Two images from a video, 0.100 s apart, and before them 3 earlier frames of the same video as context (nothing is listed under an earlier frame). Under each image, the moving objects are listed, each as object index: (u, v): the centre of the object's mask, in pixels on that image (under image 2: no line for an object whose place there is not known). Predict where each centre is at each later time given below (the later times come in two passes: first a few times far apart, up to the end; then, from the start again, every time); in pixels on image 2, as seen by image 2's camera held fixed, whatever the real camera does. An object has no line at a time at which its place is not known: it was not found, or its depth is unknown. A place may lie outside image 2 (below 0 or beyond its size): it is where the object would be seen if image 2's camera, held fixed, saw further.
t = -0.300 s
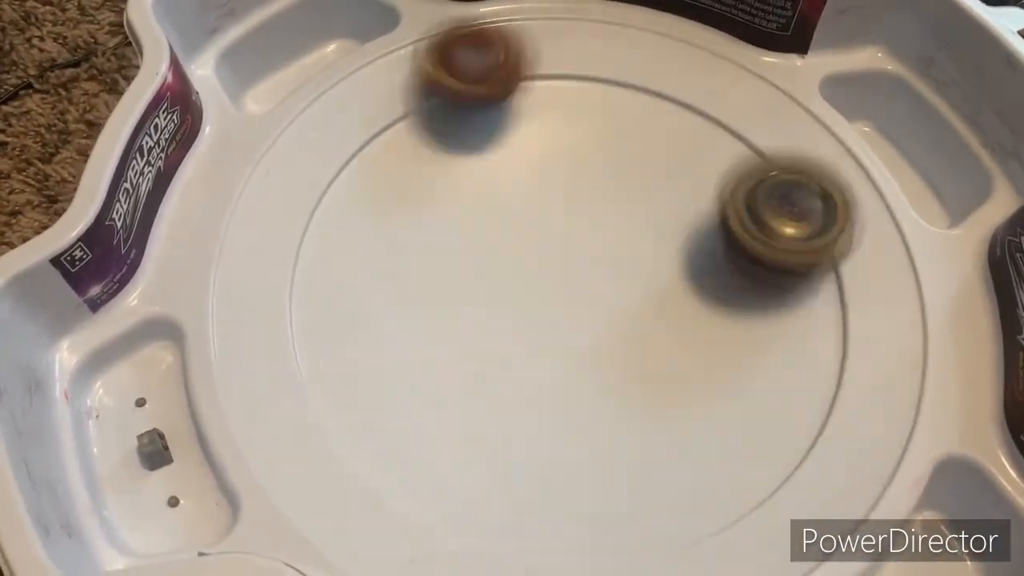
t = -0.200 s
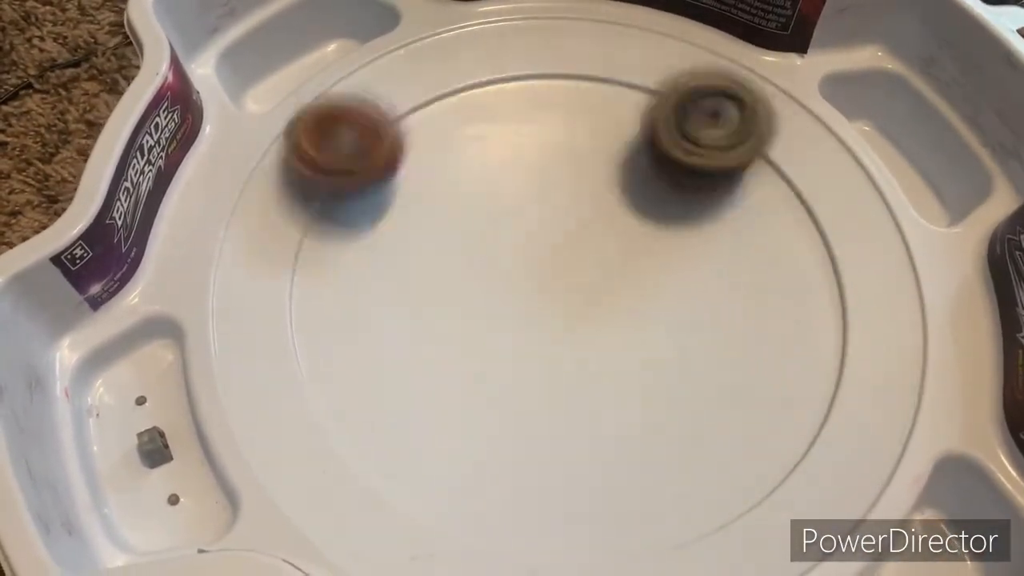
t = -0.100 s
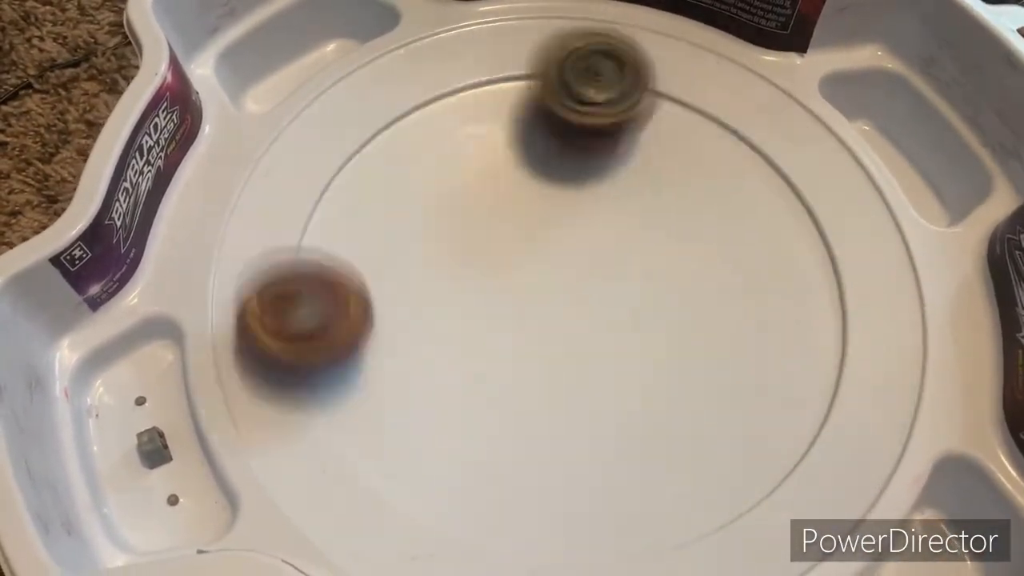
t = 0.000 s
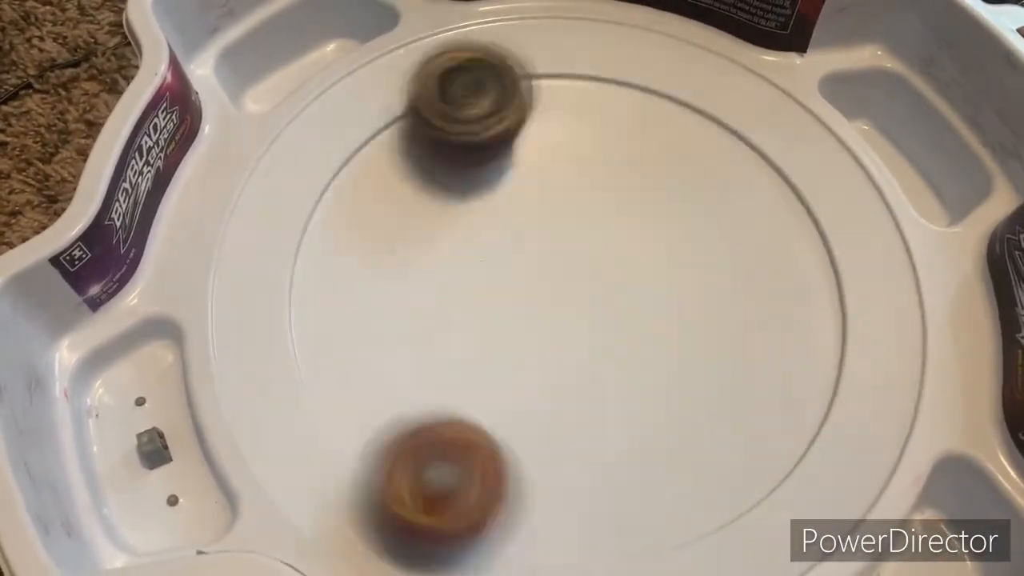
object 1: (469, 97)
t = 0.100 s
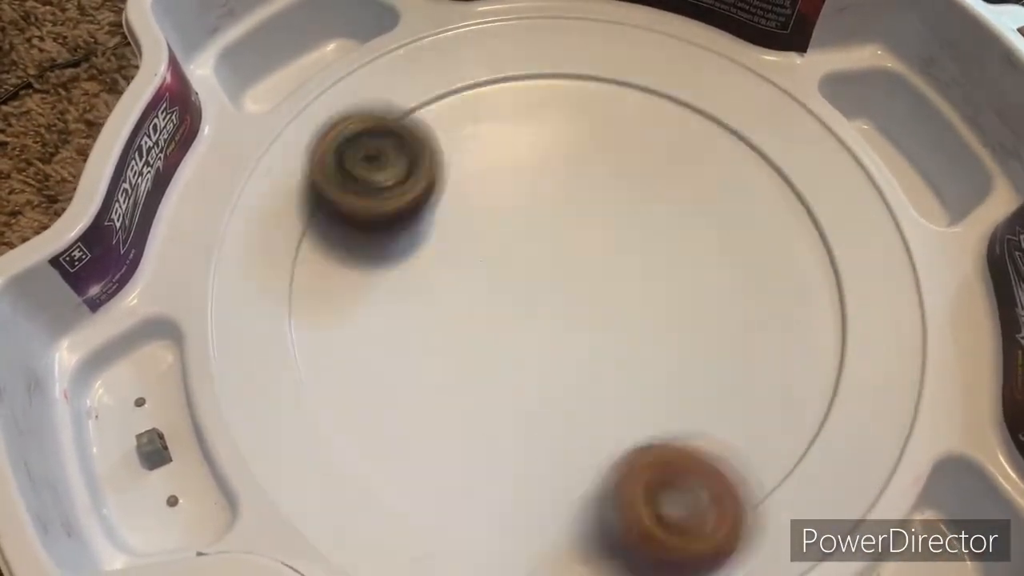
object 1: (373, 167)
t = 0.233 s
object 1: (347, 318)
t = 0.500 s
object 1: (658, 469)
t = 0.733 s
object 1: (794, 252)
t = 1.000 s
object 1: (561, 98)
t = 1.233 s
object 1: (362, 243)
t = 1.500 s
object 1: (540, 473)
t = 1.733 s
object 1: (768, 356)
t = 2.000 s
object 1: (638, 131)
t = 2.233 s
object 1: (403, 174)
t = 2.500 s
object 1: (443, 417)
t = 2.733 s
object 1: (716, 392)
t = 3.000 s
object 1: (682, 157)
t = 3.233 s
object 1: (470, 142)
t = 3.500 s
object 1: (418, 356)
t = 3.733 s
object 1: (660, 419)
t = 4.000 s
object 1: (729, 217)
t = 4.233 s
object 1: (550, 140)
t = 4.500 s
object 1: (367, 250)
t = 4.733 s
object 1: (497, 420)
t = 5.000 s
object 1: (665, 350)
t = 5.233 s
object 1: (599, 255)
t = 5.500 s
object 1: (446, 290)
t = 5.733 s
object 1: (439, 366)
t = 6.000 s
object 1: (543, 367)
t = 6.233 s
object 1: (574, 256)
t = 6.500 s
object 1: (498, 150)
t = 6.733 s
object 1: (437, 180)
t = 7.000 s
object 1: (535, 236)
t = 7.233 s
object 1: (653, 242)
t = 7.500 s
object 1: (712, 236)
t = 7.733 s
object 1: (713, 260)
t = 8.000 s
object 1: (617, 317)
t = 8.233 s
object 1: (538, 444)
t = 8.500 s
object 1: (494, 483)
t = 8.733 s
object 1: (495, 385)
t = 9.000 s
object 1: (463, 302)
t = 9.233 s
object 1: (478, 239)
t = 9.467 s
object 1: (510, 205)
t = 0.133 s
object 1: (353, 205)
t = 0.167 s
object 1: (343, 239)
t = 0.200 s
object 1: (339, 282)
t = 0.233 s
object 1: (347, 318)
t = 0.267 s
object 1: (362, 357)
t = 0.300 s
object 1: (387, 394)
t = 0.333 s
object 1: (422, 425)
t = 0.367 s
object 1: (463, 452)
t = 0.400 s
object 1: (511, 470)
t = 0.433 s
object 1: (559, 478)
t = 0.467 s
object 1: (609, 477)
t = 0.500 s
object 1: (658, 469)
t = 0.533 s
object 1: (701, 450)
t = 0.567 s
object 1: (739, 424)
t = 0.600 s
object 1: (764, 392)
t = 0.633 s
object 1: (785, 359)
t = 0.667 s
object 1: (796, 326)
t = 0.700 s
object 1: (798, 285)
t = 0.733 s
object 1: (794, 252)
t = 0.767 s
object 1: (780, 216)
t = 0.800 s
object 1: (761, 189)
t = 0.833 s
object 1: (736, 161)
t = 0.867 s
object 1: (709, 135)
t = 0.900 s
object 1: (677, 121)
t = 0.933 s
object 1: (637, 105)
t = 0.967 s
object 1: (602, 104)
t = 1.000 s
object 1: (561, 98)
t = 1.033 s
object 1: (524, 105)
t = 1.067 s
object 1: (488, 112)
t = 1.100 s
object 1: (453, 129)
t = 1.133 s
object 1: (422, 154)
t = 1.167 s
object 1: (395, 177)
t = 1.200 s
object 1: (375, 211)
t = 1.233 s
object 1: (362, 243)
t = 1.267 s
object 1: (358, 283)
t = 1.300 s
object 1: (364, 319)
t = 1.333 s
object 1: (376, 358)
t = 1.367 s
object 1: (395, 388)
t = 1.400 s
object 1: (424, 416)
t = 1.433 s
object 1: (459, 444)
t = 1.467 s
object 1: (496, 463)
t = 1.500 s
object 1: (540, 473)
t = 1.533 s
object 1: (583, 478)
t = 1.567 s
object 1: (625, 473)
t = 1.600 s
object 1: (667, 460)
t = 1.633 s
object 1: (701, 442)
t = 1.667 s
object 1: (731, 417)
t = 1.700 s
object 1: (755, 389)
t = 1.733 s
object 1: (768, 356)
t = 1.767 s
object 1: (775, 325)
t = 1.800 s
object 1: (775, 291)
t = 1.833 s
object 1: (767, 253)
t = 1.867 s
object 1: (751, 223)
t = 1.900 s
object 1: (731, 192)
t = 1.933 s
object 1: (702, 165)
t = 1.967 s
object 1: (672, 151)
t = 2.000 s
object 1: (638, 131)
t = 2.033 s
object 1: (602, 122)
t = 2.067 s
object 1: (569, 120)
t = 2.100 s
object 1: (530, 114)
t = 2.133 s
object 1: (495, 123)
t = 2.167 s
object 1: (463, 135)
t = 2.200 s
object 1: (430, 150)
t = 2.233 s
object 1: (403, 174)
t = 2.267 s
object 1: (383, 199)
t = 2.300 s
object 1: (369, 231)
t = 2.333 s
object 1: (358, 265)
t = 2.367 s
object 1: (361, 297)
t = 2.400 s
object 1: (371, 330)
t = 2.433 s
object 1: (386, 363)
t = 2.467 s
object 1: (410, 392)
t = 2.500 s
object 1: (443, 417)
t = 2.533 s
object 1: (478, 436)
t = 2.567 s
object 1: (521, 446)
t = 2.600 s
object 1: (565, 452)
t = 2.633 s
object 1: (607, 450)
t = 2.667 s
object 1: (649, 436)
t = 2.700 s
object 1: (688, 417)
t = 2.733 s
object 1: (716, 392)
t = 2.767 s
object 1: (738, 361)
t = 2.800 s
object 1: (752, 330)
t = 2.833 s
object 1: (758, 296)
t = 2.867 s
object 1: (754, 261)
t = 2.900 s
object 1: (742, 233)
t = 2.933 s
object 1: (729, 206)
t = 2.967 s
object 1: (708, 177)
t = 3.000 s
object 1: (682, 157)
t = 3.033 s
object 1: (655, 143)
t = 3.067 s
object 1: (626, 124)
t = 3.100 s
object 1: (594, 118)
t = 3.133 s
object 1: (563, 117)
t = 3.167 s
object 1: (530, 117)
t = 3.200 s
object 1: (499, 123)
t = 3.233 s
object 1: (470, 142)
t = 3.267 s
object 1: (444, 153)
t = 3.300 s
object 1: (421, 175)
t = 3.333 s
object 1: (404, 203)
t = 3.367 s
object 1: (392, 231)
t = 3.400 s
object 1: (386, 259)
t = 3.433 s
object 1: (388, 294)
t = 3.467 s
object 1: (399, 326)
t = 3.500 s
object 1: (418, 356)
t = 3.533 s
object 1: (444, 384)
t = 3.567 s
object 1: (475, 406)
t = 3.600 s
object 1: (510, 423)
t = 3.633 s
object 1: (547, 432)
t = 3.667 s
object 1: (587, 435)
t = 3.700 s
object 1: (623, 431)
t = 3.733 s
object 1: (660, 419)
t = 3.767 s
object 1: (692, 402)
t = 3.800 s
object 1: (718, 380)
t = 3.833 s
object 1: (735, 355)
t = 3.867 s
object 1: (746, 328)
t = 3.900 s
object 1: (752, 297)
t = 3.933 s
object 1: (750, 272)
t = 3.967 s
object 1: (743, 242)
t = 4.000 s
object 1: (729, 217)
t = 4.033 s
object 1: (712, 196)
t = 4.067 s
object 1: (689, 179)
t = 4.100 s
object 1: (665, 163)
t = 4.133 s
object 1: (638, 146)
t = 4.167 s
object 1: (610, 137)
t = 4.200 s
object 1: (579, 136)
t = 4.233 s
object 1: (550, 140)
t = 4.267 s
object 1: (520, 146)
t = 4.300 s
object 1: (487, 146)
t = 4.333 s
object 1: (458, 153)
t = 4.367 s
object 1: (430, 163)
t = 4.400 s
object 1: (406, 177)
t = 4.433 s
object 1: (387, 197)
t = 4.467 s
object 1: (374, 223)
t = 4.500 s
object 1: (367, 250)
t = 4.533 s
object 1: (364, 278)
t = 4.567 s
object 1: (370, 306)
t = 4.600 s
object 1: (381, 333)
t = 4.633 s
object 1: (402, 361)
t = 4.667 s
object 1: (430, 386)
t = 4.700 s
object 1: (463, 405)
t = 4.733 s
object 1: (497, 420)
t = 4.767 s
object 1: (516, 427)
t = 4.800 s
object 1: (538, 428)
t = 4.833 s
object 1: (562, 423)
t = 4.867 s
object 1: (588, 415)
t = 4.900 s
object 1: (612, 404)
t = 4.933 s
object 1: (632, 390)
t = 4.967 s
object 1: (650, 373)
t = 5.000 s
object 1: (665, 350)
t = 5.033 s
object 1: (674, 330)
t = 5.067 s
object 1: (664, 313)
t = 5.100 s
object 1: (652, 300)
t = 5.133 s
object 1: (640, 286)
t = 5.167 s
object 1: (628, 276)
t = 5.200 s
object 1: (615, 264)
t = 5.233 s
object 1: (599, 255)
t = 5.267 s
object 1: (576, 254)
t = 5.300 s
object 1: (552, 253)
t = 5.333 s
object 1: (532, 251)
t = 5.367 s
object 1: (512, 256)
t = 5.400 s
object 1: (493, 261)
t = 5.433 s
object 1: (475, 269)
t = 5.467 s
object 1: (459, 279)
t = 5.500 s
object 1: (446, 290)
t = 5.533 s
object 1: (436, 300)
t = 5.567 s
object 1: (429, 311)
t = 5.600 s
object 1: (426, 326)
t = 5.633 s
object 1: (426, 336)
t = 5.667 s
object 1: (428, 346)
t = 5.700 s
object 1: (435, 356)
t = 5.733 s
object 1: (439, 366)
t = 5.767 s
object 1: (445, 375)
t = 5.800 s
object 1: (458, 381)
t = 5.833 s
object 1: (471, 386)
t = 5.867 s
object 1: (485, 386)
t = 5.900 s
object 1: (498, 386)
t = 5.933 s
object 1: (515, 382)
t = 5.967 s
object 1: (530, 376)
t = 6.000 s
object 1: (543, 367)
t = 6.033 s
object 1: (554, 355)
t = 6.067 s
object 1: (562, 341)
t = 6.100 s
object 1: (570, 322)
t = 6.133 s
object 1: (574, 306)
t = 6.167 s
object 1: (576, 291)
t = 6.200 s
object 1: (576, 272)
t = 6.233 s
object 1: (574, 256)
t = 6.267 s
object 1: (573, 240)
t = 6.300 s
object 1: (569, 226)
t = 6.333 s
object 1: (563, 213)
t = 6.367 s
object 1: (553, 195)
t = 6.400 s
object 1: (540, 180)
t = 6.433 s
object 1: (526, 167)
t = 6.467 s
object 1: (511, 157)
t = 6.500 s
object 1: (498, 150)
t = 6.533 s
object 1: (484, 148)
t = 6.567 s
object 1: (471, 146)
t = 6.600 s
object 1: (459, 147)
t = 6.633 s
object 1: (450, 151)
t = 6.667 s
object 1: (443, 159)
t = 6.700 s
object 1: (439, 169)
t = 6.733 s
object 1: (437, 180)
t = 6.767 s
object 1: (439, 193)
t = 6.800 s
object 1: (443, 207)
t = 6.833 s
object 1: (456, 216)
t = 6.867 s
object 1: (471, 217)
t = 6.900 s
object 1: (487, 223)
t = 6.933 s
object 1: (502, 228)
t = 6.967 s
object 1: (518, 232)
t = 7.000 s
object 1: (535, 236)
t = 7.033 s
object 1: (552, 239)
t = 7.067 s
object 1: (571, 241)
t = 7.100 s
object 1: (588, 243)
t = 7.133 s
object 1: (606, 244)
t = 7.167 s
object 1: (623, 244)
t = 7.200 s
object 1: (638, 243)
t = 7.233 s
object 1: (653, 242)
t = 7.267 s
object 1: (667, 242)
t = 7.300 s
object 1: (679, 242)
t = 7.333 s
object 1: (690, 241)
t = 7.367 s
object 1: (699, 239)
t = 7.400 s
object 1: (707, 239)
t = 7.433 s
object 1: (711, 238)
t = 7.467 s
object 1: (713, 237)
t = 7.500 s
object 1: (712, 236)
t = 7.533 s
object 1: (709, 237)
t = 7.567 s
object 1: (720, 240)
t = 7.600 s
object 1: (728, 241)
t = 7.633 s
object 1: (730, 245)
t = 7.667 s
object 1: (726, 247)
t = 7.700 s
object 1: (720, 253)
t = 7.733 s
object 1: (713, 260)
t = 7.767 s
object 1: (705, 266)
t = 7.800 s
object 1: (696, 275)
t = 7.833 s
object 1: (684, 281)
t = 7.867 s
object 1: (672, 287)
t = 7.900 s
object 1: (658, 295)
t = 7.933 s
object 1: (644, 302)
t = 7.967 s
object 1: (631, 309)
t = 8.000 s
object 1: (617, 317)
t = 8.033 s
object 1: (603, 332)
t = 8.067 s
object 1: (589, 345)
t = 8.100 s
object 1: (572, 364)
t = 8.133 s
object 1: (561, 399)
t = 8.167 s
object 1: (550, 411)
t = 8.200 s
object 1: (543, 429)
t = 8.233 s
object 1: (538, 444)
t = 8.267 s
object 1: (533, 463)
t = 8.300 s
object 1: (528, 476)
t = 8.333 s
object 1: (521, 488)
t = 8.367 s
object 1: (516, 491)
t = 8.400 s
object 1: (511, 486)
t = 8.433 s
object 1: (505, 488)
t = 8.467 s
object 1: (499, 487)
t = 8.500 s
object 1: (494, 483)
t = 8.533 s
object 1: (489, 475)
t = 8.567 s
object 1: (488, 461)
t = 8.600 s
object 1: (488, 450)
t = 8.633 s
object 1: (486, 435)
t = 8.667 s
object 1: (482, 428)
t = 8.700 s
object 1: (491, 406)
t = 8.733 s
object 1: (495, 385)
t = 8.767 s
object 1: (496, 368)
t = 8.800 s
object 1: (494, 352)
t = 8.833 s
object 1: (484, 347)
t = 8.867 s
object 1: (476, 338)
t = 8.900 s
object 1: (471, 326)
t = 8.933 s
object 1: (466, 321)
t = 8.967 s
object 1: (465, 313)
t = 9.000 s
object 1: (463, 302)
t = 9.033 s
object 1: (462, 289)
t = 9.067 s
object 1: (461, 280)
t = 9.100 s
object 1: (463, 273)
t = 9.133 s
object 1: (465, 264)
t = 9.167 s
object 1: (468, 253)
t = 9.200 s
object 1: (473, 245)
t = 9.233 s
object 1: (478, 239)
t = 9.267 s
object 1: (482, 232)
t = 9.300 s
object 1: (488, 224)
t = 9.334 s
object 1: (494, 217)
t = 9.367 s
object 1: (497, 214)
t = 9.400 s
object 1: (500, 210)
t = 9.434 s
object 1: (504, 206)
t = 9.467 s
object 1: (510, 205)
